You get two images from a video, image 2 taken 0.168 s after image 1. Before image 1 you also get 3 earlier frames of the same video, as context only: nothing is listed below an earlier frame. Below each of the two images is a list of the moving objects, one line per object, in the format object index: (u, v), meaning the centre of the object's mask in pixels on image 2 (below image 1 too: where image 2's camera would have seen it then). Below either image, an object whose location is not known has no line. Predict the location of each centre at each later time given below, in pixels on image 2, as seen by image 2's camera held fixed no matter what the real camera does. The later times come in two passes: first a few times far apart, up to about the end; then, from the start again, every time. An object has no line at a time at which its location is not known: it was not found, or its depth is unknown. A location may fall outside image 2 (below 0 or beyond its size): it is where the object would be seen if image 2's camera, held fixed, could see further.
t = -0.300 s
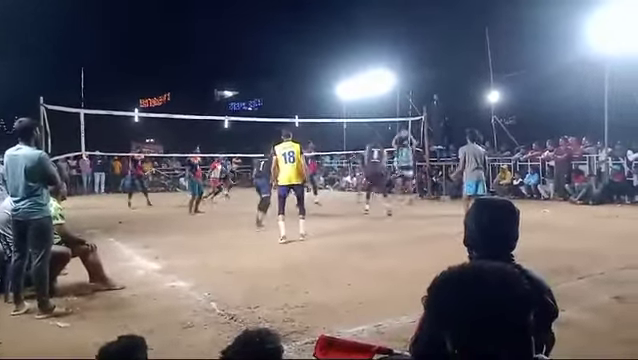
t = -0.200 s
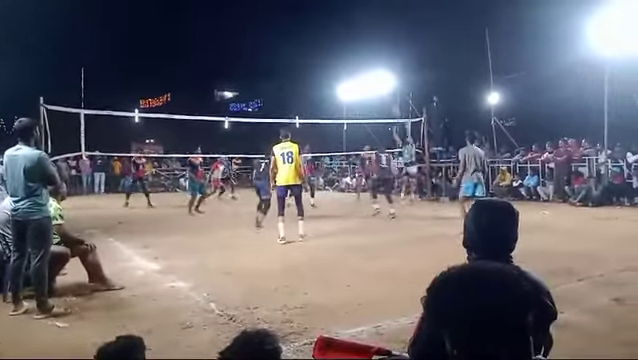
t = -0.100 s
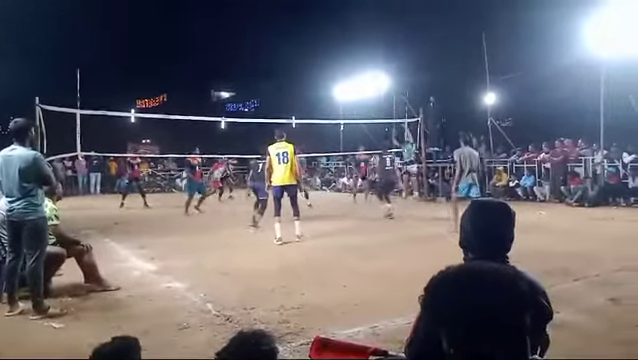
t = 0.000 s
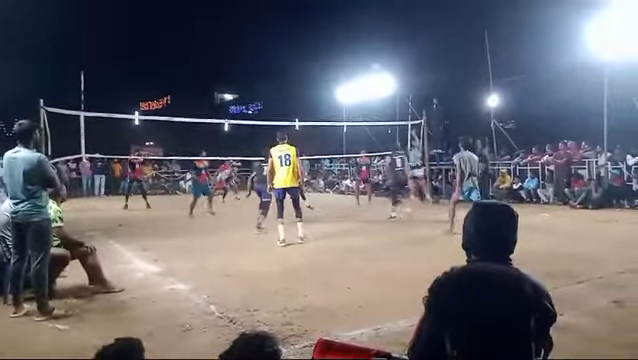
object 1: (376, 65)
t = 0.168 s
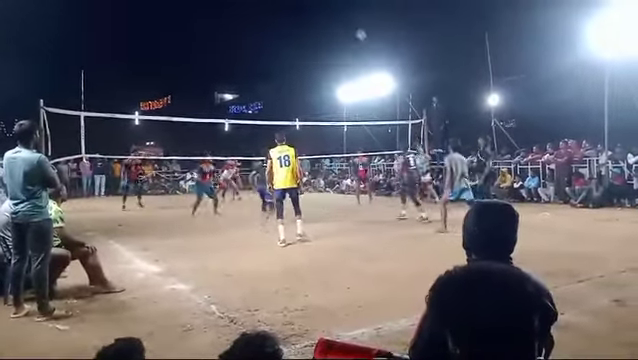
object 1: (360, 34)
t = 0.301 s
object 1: (348, 18)
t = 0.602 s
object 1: (319, 3)
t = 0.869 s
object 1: (292, 24)
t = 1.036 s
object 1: (275, 53)
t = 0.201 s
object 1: (357, 30)
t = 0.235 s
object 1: (355, 25)
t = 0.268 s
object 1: (352, 21)
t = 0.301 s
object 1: (348, 18)
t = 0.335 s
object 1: (345, 14)
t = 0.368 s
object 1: (342, 11)
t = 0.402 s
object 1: (339, 8)
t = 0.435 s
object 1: (336, 7)
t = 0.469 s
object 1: (332, 5)
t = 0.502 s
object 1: (329, 4)
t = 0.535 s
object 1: (326, 3)
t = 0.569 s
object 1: (323, 2)
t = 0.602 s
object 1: (319, 3)
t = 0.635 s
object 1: (316, 4)
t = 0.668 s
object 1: (312, 5)
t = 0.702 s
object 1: (309, 7)
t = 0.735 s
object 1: (305, 9)
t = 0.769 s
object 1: (302, 12)
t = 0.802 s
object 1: (298, 16)
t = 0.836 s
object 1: (295, 19)
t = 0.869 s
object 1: (292, 24)
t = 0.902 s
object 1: (289, 29)
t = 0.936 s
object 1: (286, 34)
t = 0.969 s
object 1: (282, 40)
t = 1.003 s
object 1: (279, 46)
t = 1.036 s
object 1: (275, 53)
